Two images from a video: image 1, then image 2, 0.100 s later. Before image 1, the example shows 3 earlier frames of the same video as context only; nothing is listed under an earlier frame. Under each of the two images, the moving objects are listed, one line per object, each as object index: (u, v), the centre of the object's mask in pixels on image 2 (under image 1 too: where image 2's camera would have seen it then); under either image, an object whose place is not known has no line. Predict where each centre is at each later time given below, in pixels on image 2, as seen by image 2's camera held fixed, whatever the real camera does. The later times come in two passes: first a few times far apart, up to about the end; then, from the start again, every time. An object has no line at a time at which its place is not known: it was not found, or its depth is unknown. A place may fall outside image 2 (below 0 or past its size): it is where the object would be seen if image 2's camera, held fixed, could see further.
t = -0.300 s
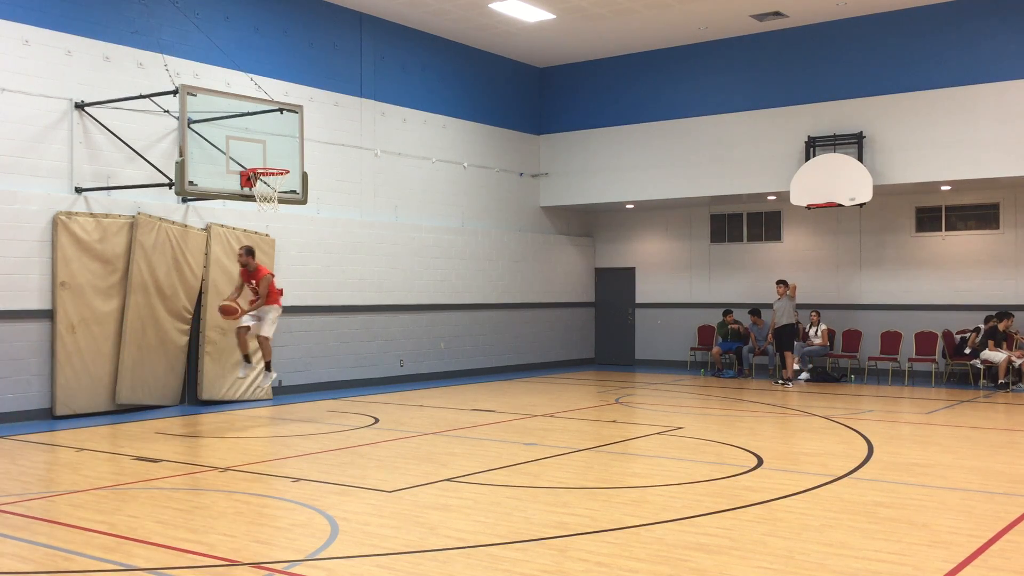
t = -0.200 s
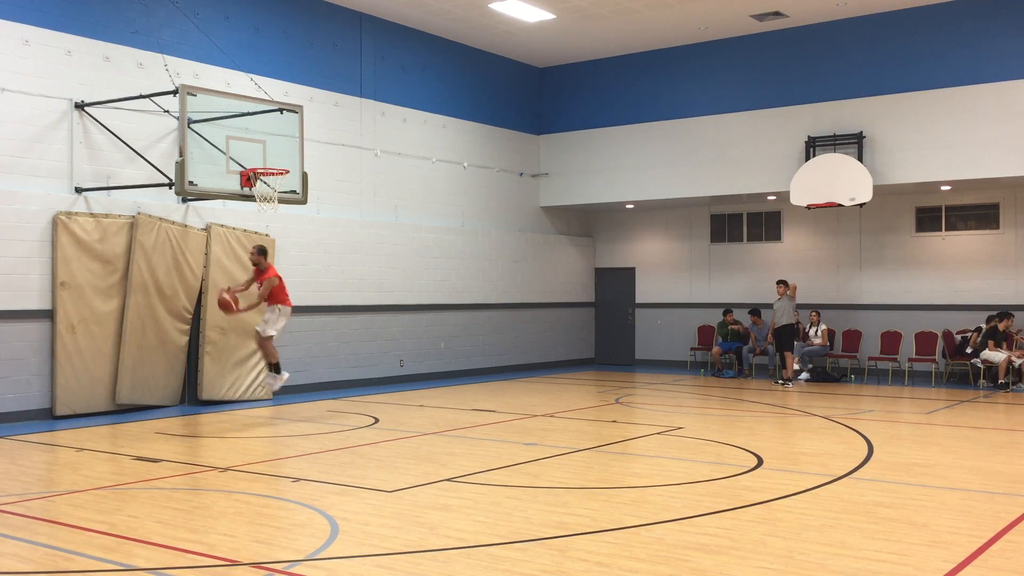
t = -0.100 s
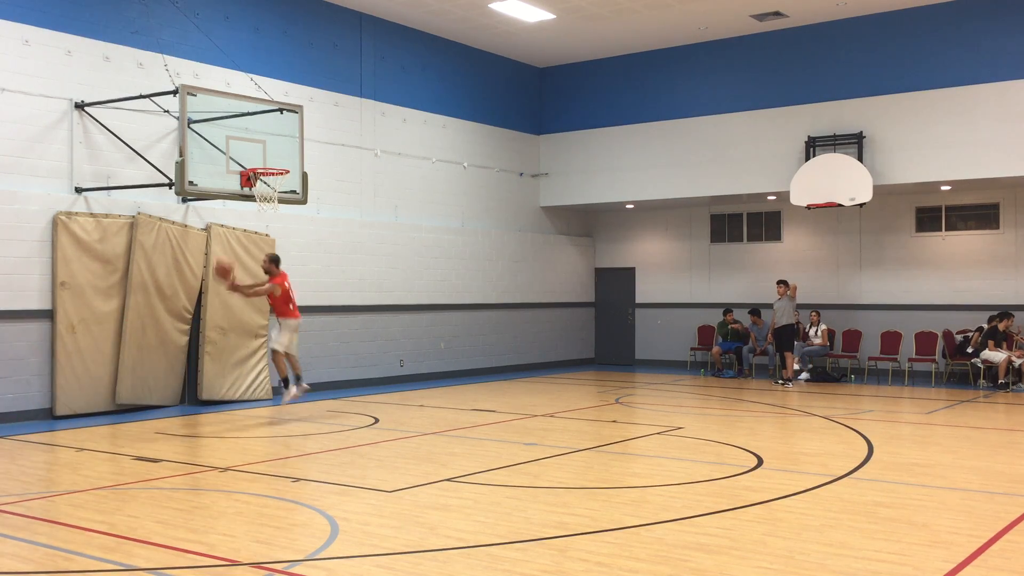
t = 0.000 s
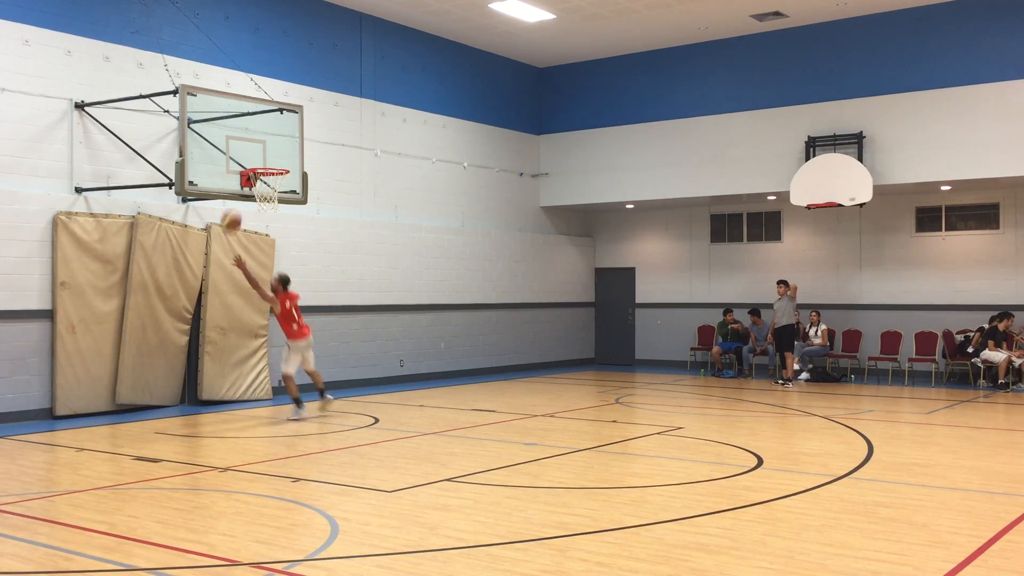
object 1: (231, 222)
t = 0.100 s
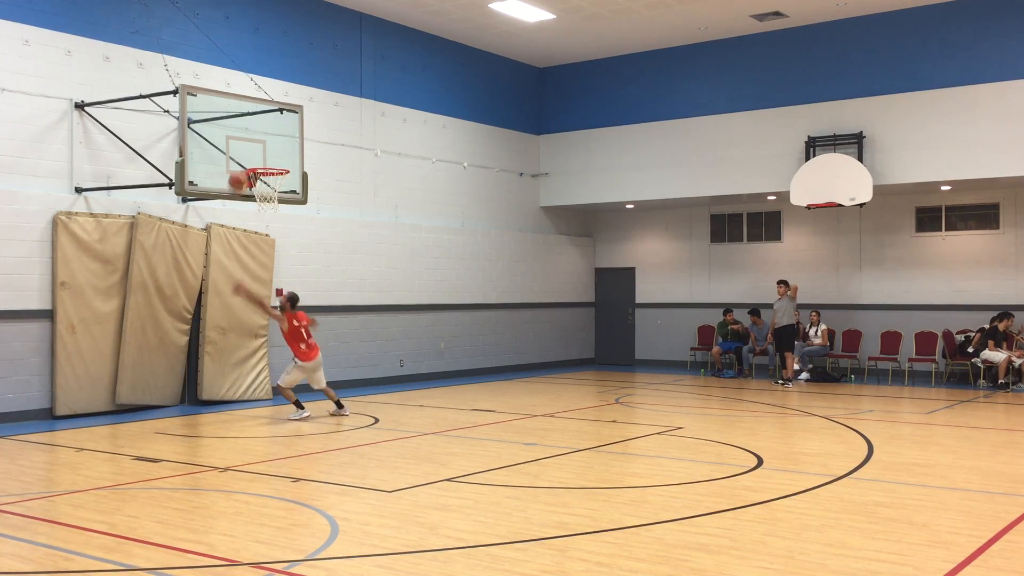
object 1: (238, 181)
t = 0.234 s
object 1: (249, 142)
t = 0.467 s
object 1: (266, 109)
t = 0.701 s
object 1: (283, 121)
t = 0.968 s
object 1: (300, 185)
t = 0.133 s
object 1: (241, 171)
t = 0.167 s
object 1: (244, 160)
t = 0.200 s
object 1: (247, 150)
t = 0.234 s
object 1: (249, 142)
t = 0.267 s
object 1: (251, 135)
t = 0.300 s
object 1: (254, 128)
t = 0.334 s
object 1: (256, 122)
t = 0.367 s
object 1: (258, 118)
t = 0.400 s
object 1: (261, 114)
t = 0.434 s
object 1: (263, 111)
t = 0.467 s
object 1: (266, 109)
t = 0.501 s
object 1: (268, 108)
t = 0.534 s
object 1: (270, 108)
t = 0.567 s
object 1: (273, 109)
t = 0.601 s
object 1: (275, 111)
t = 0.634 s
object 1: (277, 113)
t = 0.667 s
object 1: (280, 117)
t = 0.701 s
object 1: (283, 121)
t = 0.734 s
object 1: (284, 126)
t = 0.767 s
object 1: (287, 133)
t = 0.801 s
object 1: (289, 139)
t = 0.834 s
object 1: (291, 146)
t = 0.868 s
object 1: (294, 156)
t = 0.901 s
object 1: (296, 165)
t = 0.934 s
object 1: (298, 175)
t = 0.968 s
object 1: (300, 185)
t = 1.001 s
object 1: (304, 198)
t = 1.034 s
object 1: (306, 209)
